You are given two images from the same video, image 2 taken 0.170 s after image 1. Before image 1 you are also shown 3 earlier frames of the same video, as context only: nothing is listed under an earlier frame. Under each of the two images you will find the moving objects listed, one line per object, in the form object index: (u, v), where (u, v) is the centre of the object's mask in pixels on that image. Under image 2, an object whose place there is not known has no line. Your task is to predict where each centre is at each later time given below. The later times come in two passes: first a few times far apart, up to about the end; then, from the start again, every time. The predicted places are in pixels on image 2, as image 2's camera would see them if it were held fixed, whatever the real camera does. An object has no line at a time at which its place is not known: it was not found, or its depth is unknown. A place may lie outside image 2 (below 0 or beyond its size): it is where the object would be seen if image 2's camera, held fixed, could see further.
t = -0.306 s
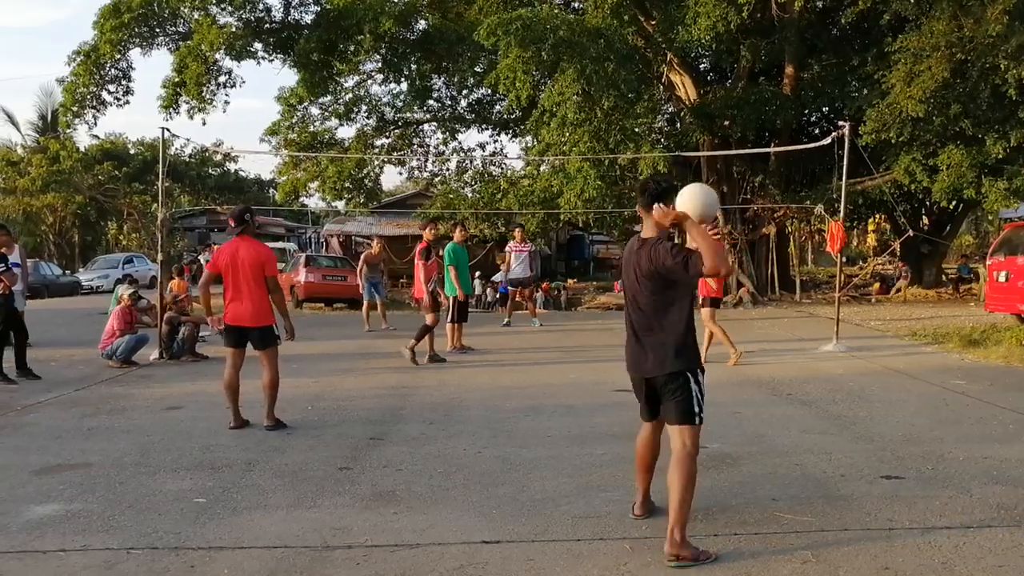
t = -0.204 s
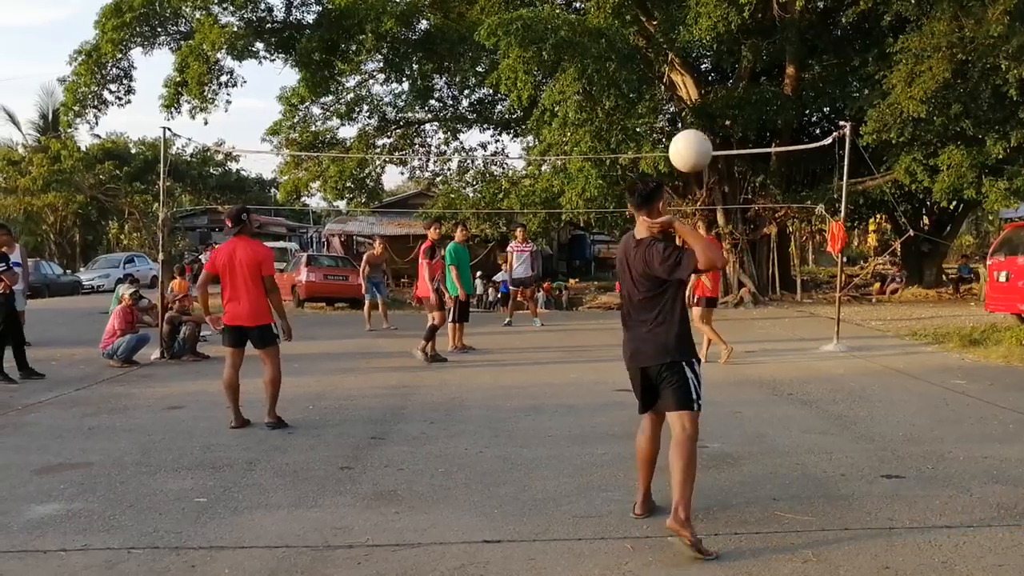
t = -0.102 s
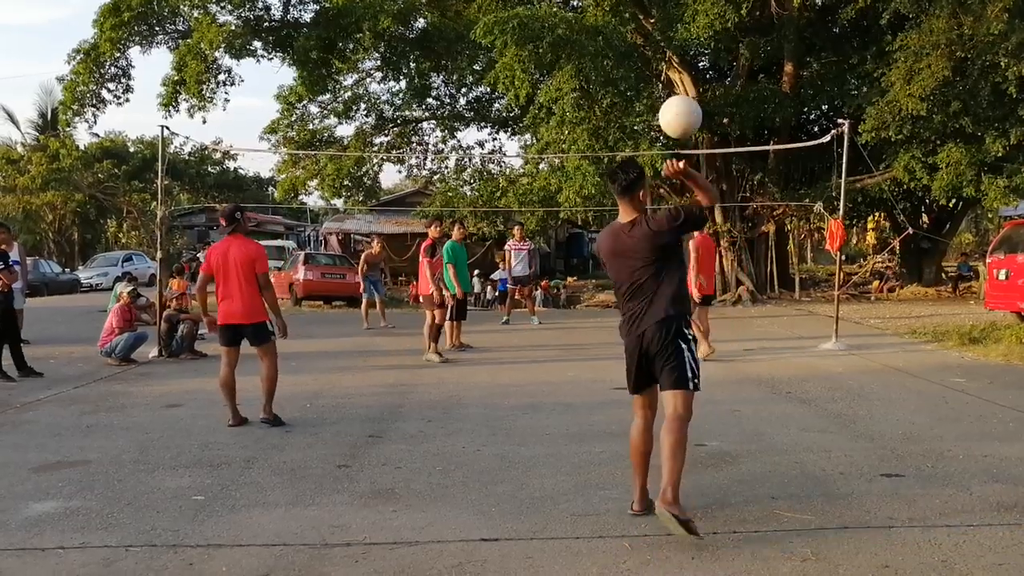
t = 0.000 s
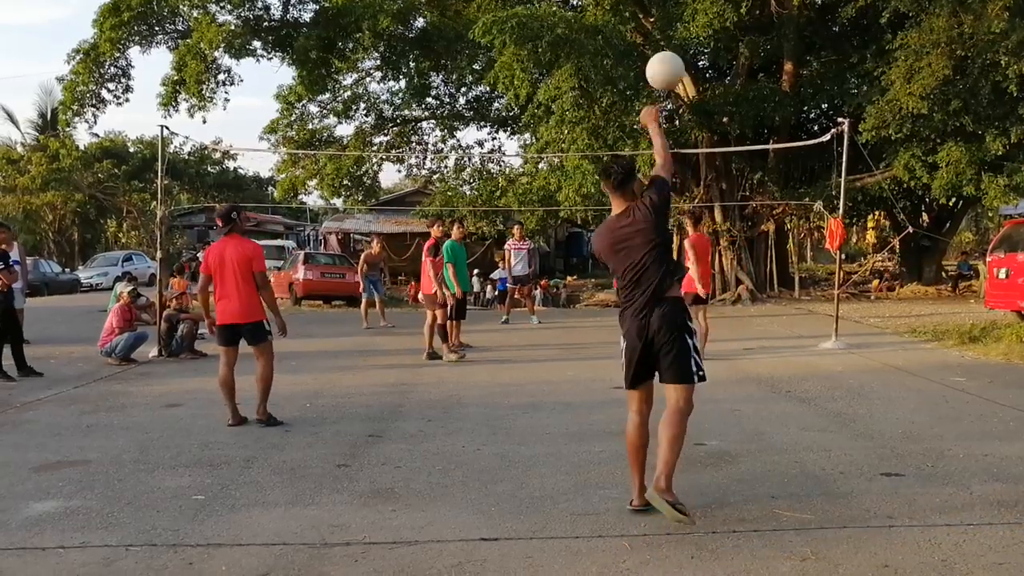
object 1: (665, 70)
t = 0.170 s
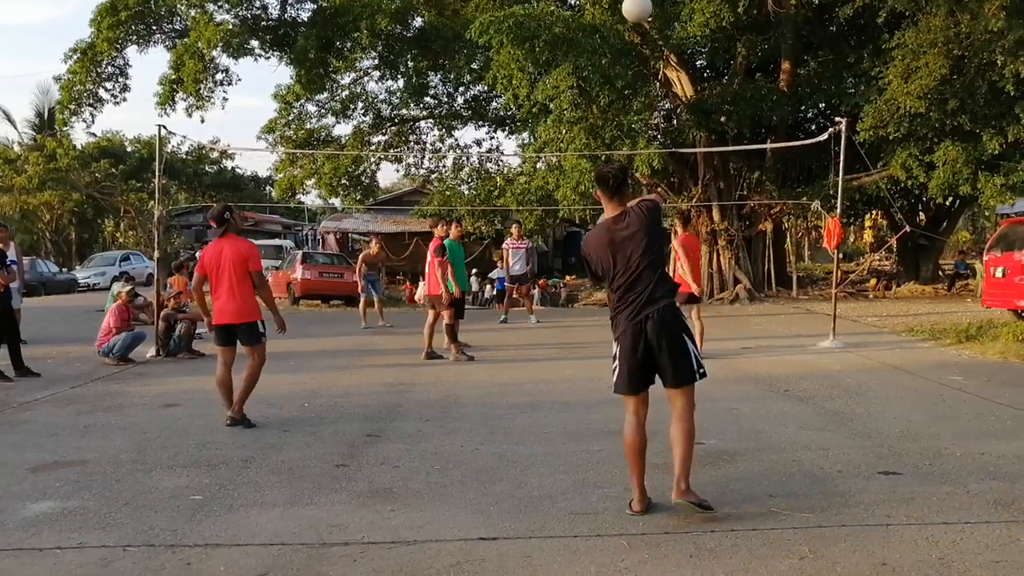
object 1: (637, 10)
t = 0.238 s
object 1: (629, 7)
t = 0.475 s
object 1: (611, 22)
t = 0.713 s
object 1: (601, 81)
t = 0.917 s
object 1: (594, 149)
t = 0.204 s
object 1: (632, 8)
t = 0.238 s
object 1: (629, 7)
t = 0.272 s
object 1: (625, 7)
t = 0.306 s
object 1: (622, 7)
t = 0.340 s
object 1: (619, 8)
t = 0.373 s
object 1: (617, 9)
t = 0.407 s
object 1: (615, 12)
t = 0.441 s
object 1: (613, 16)
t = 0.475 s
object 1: (611, 22)
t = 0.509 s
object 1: (609, 28)
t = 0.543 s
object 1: (608, 36)
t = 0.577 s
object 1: (606, 44)
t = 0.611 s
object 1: (605, 53)
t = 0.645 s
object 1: (603, 62)
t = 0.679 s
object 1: (602, 71)
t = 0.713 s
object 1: (601, 81)
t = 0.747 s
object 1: (600, 91)
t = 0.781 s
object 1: (598, 102)
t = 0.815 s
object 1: (597, 113)
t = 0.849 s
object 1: (596, 125)
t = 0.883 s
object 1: (595, 137)
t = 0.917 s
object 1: (594, 149)
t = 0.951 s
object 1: (593, 162)
